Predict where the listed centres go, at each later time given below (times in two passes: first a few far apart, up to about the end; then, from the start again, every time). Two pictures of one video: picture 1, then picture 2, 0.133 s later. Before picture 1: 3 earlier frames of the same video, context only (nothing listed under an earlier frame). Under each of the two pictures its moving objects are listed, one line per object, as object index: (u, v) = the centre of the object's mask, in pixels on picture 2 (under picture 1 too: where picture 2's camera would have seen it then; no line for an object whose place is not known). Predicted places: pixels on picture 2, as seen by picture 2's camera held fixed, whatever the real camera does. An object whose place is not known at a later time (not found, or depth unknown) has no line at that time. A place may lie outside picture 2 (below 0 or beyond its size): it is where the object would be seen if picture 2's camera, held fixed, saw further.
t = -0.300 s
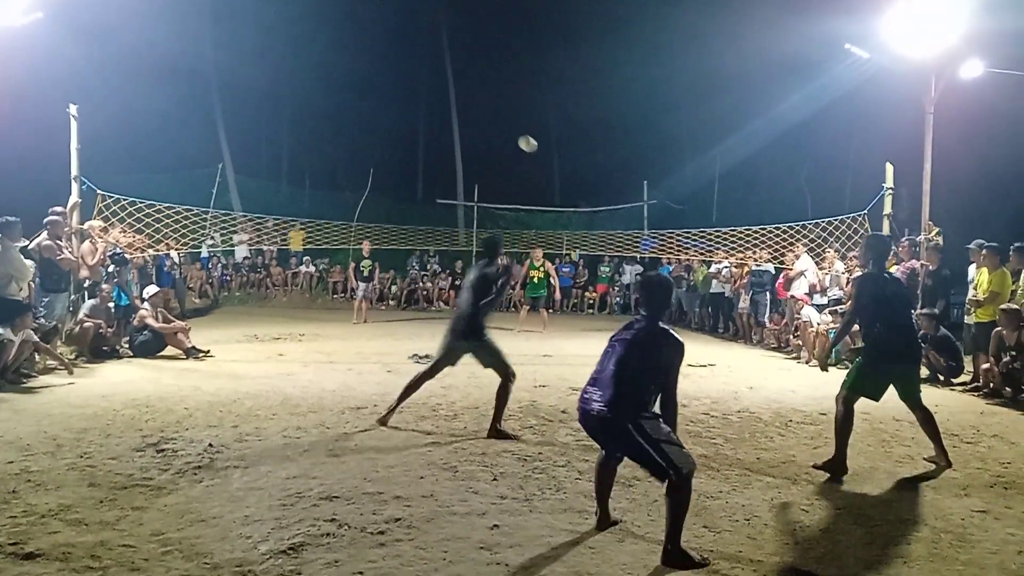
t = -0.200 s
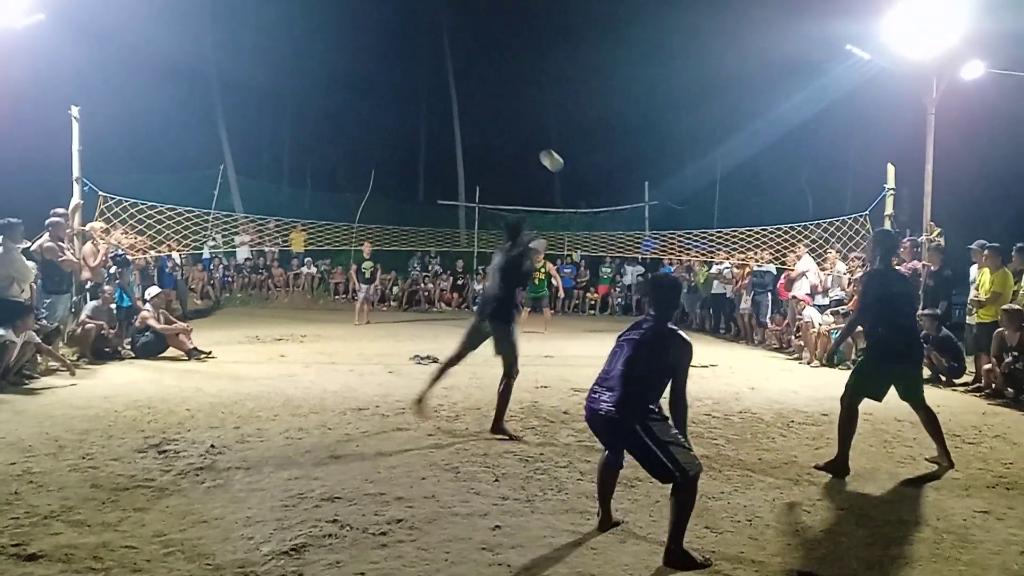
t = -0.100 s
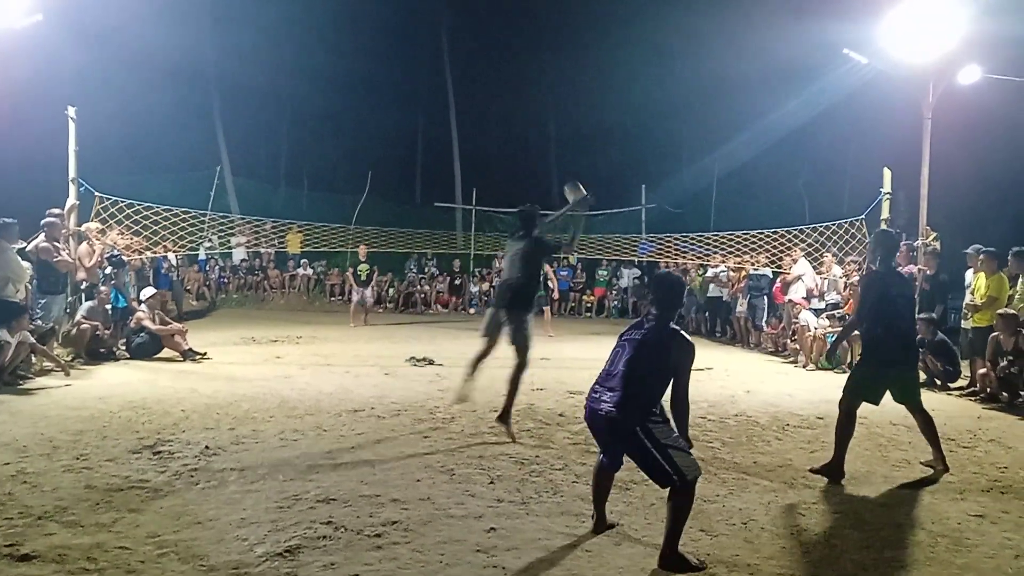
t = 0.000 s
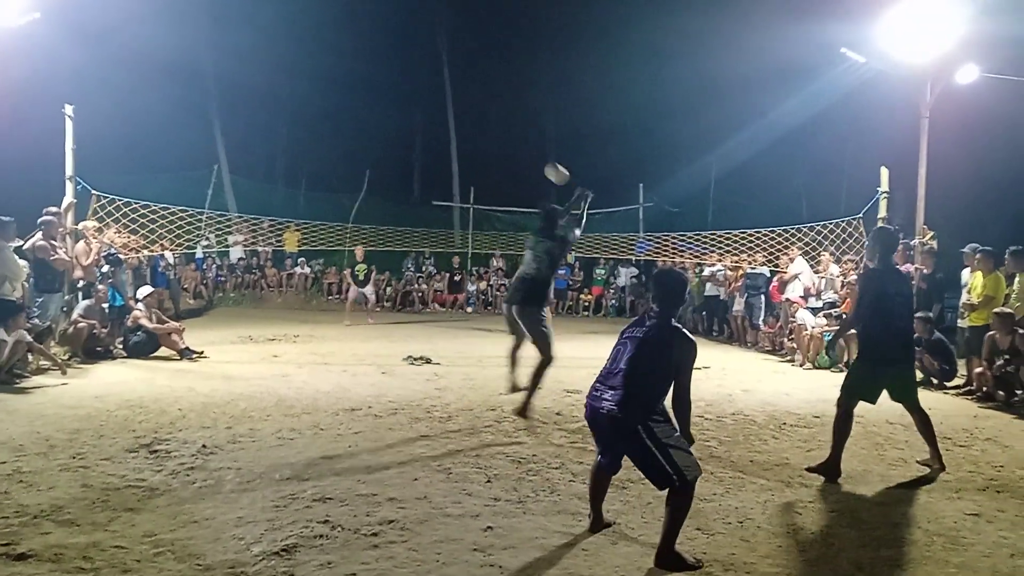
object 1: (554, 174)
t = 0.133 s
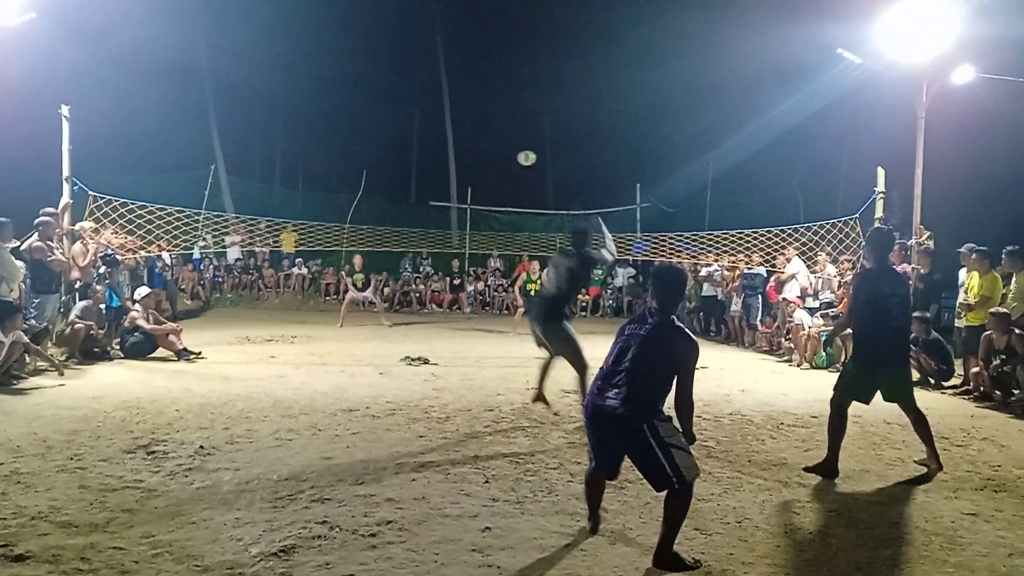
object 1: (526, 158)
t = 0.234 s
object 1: (510, 160)
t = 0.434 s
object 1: (484, 183)
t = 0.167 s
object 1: (521, 158)
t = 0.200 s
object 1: (515, 158)
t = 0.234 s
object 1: (510, 160)
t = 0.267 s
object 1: (505, 162)
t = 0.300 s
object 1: (500, 165)
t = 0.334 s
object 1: (496, 169)
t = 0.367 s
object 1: (492, 173)
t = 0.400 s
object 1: (488, 178)
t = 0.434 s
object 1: (484, 183)
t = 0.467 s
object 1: (480, 188)
